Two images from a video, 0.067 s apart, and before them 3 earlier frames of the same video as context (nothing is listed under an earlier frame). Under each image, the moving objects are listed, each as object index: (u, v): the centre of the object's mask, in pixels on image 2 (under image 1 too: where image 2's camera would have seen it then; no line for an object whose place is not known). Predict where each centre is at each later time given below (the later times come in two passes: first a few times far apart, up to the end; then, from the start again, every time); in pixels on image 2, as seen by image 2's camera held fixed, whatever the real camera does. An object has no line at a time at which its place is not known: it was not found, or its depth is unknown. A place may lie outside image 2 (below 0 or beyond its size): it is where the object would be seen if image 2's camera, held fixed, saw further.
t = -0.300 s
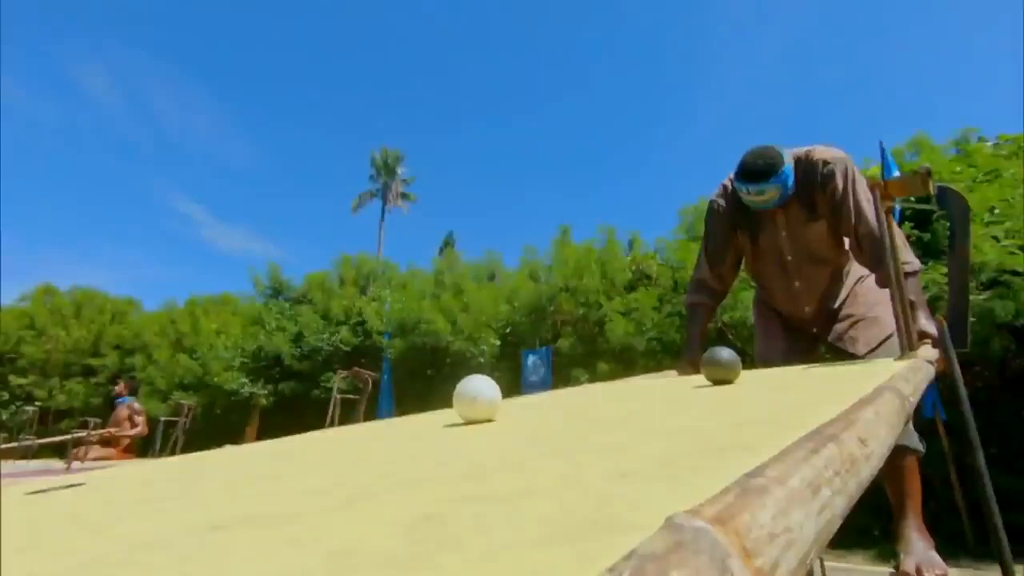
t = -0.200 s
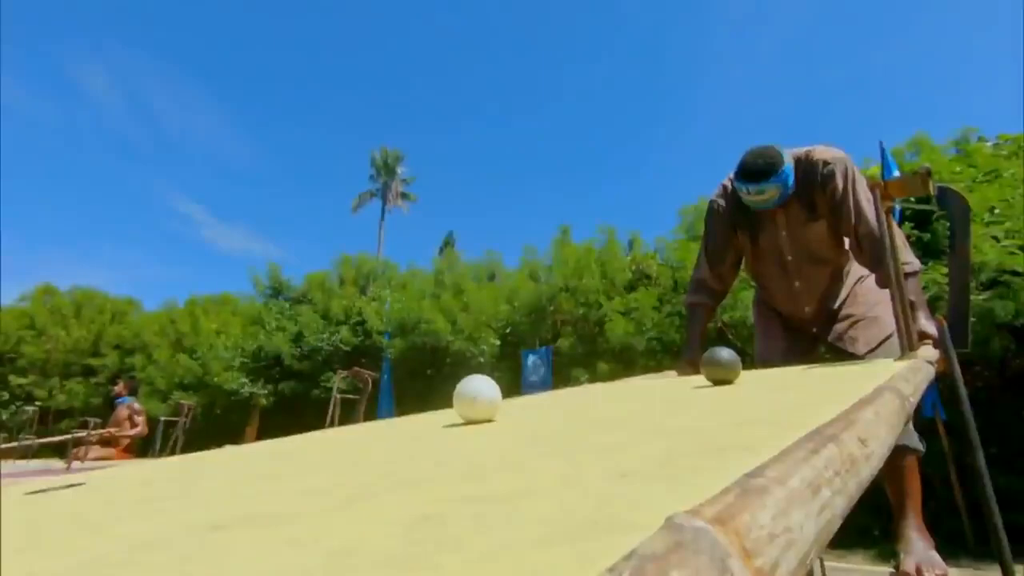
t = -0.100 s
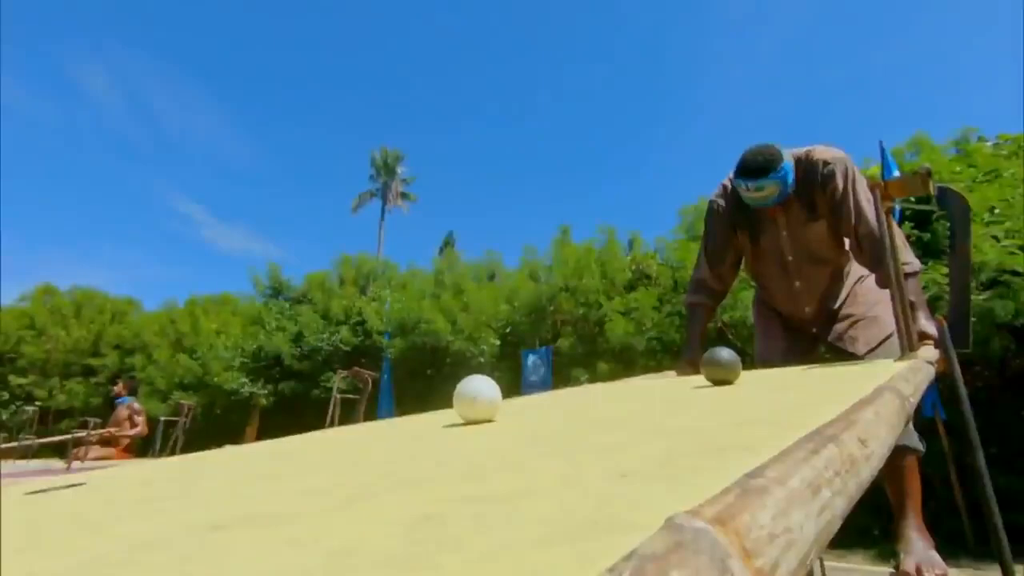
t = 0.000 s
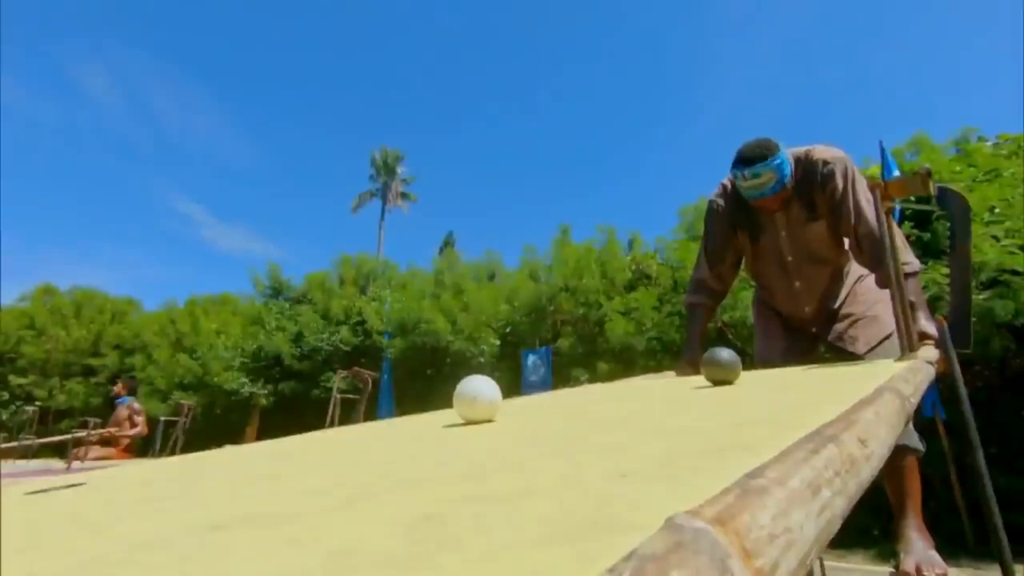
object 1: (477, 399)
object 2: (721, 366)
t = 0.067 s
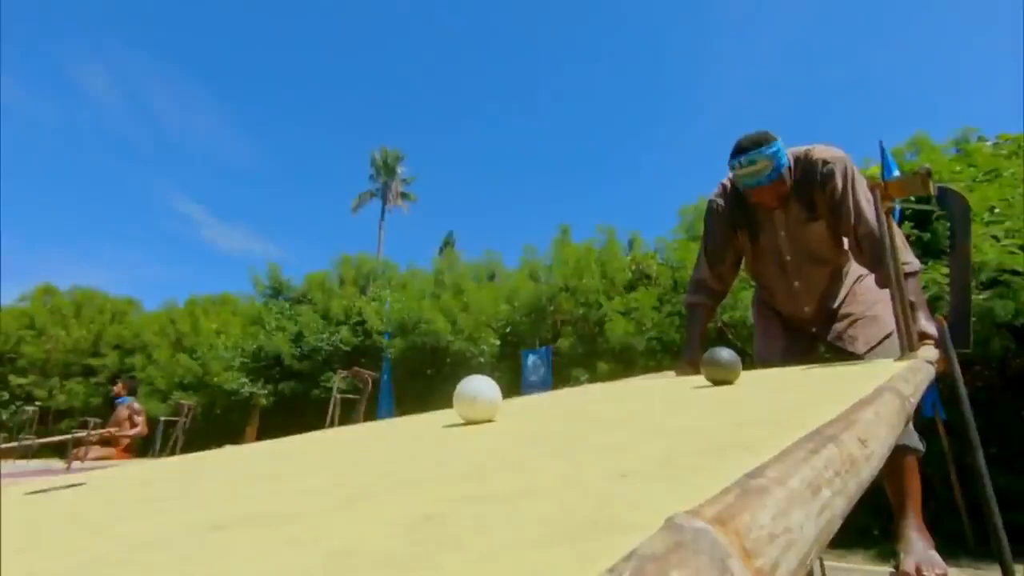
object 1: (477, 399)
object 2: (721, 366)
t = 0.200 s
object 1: (477, 399)
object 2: (721, 366)
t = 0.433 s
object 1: (479, 405)
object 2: (723, 374)
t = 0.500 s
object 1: (479, 409)
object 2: (722, 379)
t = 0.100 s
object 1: (477, 399)
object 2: (721, 366)
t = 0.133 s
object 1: (477, 399)
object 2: (721, 366)
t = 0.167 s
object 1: (477, 399)
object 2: (721, 366)
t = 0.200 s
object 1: (477, 399)
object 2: (721, 366)
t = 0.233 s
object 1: (477, 399)
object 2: (721, 366)
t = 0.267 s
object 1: (478, 400)
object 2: (721, 367)
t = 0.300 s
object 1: (478, 401)
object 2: (722, 368)
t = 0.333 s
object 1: (478, 402)
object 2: (722, 369)
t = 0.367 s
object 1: (478, 403)
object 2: (722, 371)
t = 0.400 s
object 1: (479, 404)
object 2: (722, 373)
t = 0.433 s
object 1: (479, 405)
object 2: (723, 374)
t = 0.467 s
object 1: (479, 407)
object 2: (723, 376)
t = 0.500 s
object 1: (479, 409)
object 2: (722, 379)
